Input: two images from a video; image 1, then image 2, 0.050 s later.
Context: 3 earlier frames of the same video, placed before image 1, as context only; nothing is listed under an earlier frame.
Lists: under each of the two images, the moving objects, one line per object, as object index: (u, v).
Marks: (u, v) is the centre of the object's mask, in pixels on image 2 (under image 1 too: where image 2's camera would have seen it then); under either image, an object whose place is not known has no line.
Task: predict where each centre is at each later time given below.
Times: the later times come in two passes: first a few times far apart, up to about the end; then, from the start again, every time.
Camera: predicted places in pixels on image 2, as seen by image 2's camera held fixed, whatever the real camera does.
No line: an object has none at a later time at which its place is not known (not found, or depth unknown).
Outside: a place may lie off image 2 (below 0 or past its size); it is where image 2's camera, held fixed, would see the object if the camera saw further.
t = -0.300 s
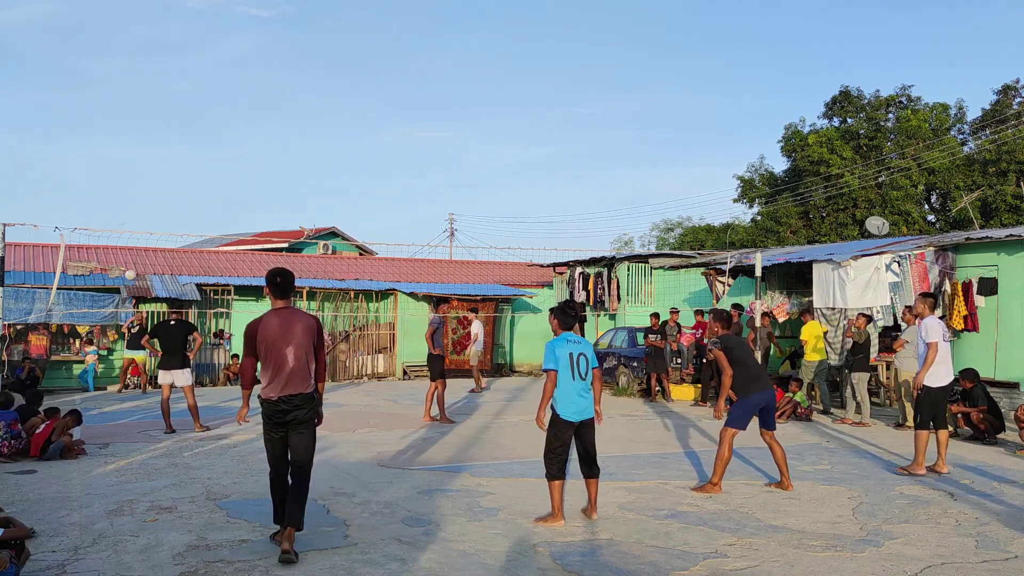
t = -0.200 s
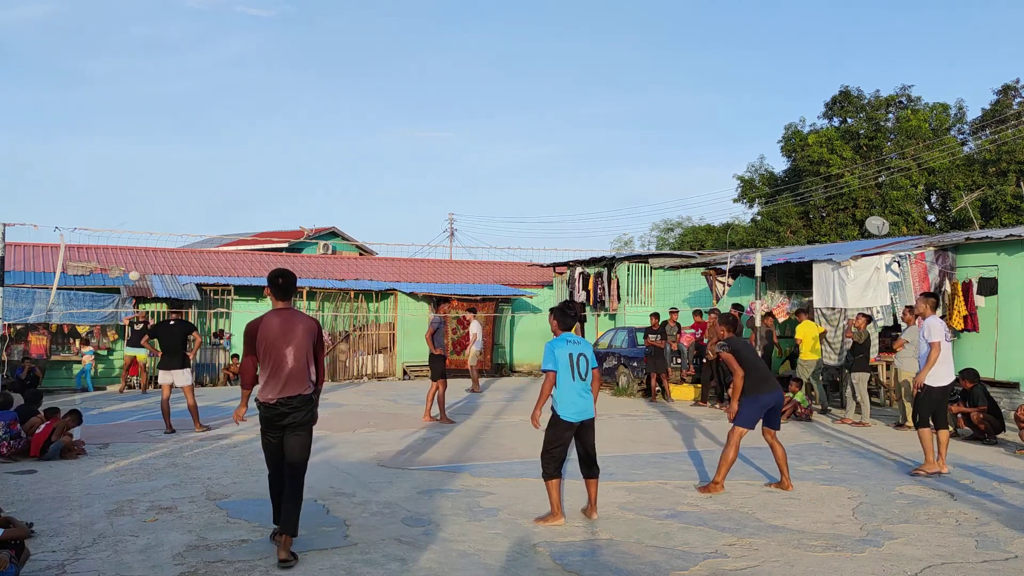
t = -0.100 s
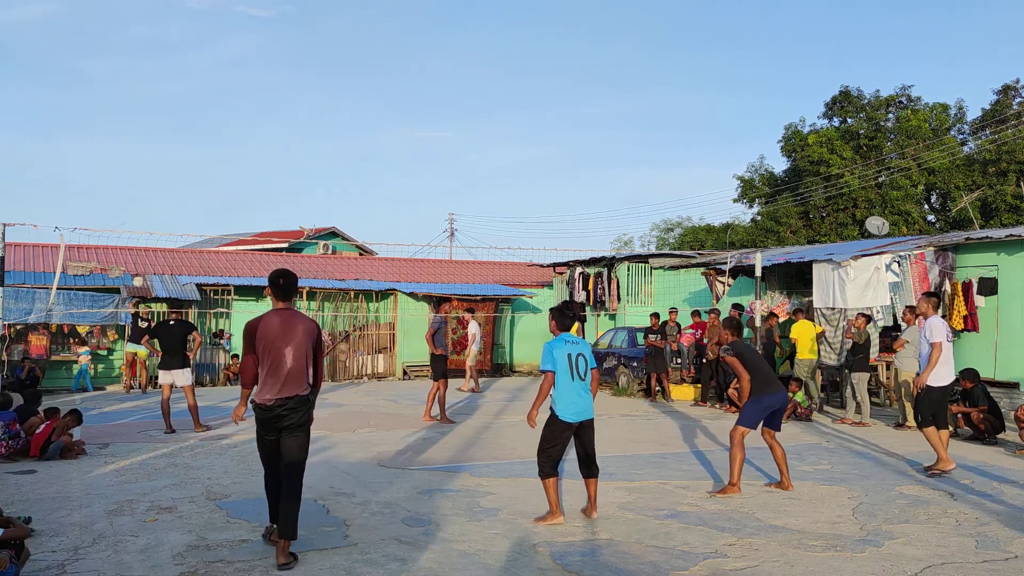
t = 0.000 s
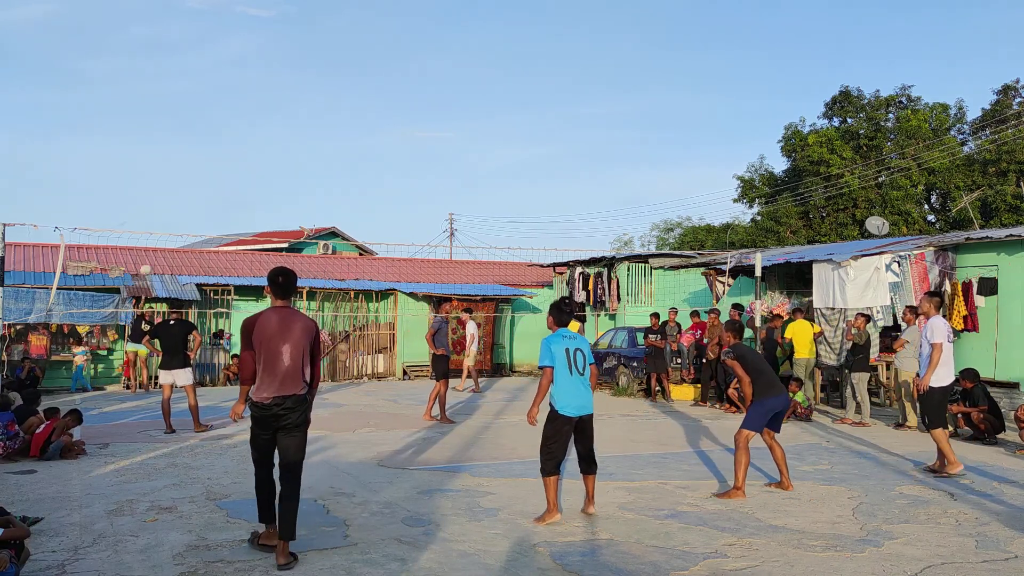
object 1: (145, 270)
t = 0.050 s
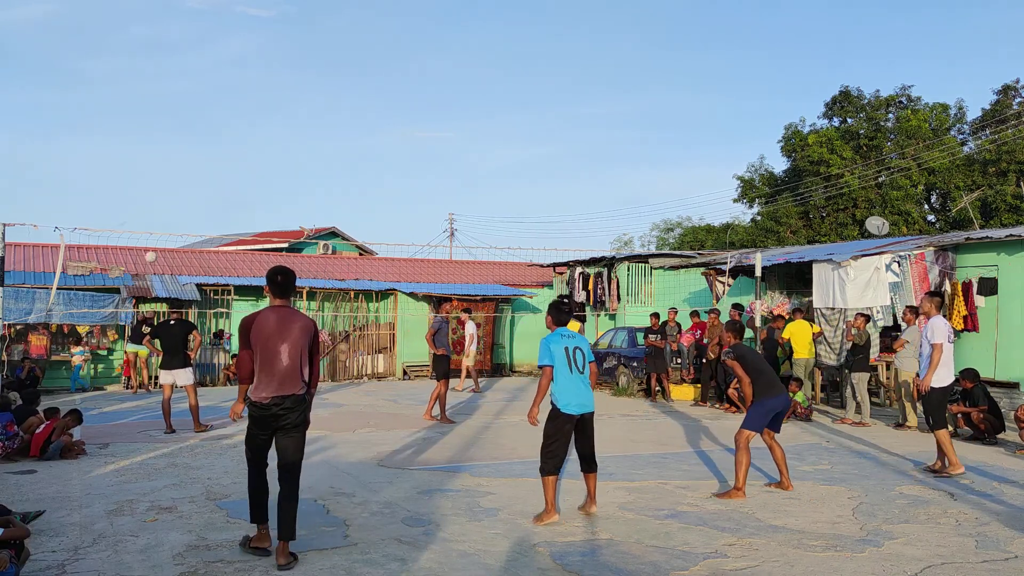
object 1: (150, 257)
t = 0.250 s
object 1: (175, 212)
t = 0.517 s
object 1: (222, 167)
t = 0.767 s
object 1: (294, 160)
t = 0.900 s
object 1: (354, 184)
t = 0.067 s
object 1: (152, 252)
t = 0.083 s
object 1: (154, 250)
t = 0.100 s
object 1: (156, 244)
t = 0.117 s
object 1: (158, 241)
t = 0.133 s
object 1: (160, 238)
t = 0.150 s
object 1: (161, 233)
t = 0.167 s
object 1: (164, 229)
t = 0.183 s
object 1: (166, 226)
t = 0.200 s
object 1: (168, 222)
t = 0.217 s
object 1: (170, 219)
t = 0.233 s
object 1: (172, 216)
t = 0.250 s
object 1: (175, 212)
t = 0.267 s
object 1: (177, 209)
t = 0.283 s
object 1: (180, 205)
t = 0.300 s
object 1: (182, 202)
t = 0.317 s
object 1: (185, 199)
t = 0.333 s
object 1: (188, 196)
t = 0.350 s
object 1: (190, 193)
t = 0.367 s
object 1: (193, 190)
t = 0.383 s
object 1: (196, 187)
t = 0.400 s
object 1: (199, 184)
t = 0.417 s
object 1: (202, 182)
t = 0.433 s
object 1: (205, 179)
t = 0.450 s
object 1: (208, 176)
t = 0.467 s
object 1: (212, 174)
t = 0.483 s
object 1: (215, 172)
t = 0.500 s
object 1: (219, 170)
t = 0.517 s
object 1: (222, 167)
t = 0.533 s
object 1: (226, 166)
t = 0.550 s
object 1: (230, 164)
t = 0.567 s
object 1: (234, 162)
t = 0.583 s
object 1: (238, 161)
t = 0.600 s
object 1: (243, 160)
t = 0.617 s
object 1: (247, 159)
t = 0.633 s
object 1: (252, 158)
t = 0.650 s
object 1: (256, 157)
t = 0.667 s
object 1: (261, 157)
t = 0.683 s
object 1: (266, 157)
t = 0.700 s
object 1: (271, 157)
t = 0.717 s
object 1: (277, 157)
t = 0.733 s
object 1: (282, 158)
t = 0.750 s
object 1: (288, 159)
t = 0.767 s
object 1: (294, 160)
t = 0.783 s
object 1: (300, 162)
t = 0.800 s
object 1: (307, 164)
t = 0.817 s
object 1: (313, 166)
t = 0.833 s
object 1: (321, 169)
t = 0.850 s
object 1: (328, 172)
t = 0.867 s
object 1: (336, 176)
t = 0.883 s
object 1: (345, 180)
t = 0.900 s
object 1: (354, 184)
